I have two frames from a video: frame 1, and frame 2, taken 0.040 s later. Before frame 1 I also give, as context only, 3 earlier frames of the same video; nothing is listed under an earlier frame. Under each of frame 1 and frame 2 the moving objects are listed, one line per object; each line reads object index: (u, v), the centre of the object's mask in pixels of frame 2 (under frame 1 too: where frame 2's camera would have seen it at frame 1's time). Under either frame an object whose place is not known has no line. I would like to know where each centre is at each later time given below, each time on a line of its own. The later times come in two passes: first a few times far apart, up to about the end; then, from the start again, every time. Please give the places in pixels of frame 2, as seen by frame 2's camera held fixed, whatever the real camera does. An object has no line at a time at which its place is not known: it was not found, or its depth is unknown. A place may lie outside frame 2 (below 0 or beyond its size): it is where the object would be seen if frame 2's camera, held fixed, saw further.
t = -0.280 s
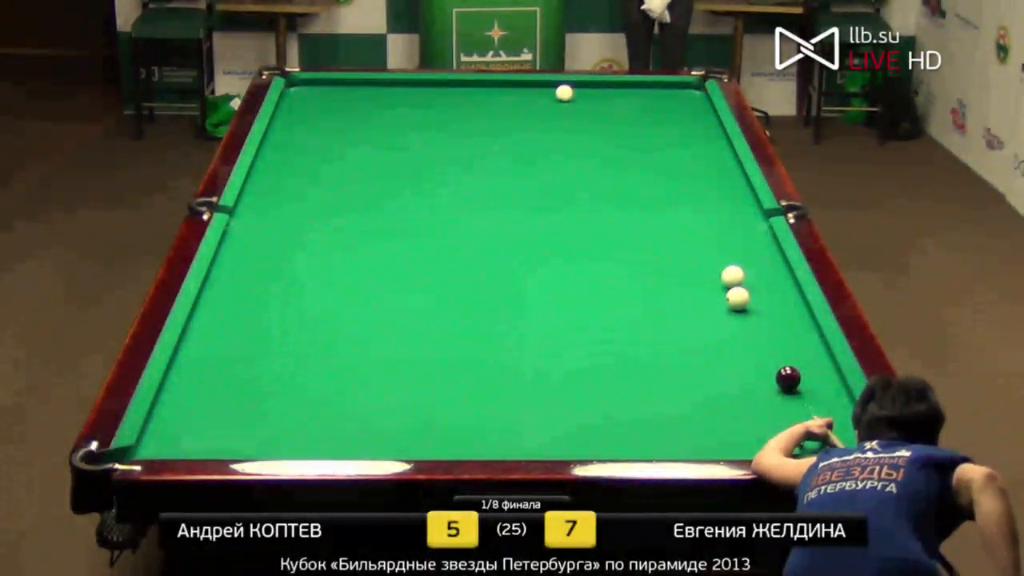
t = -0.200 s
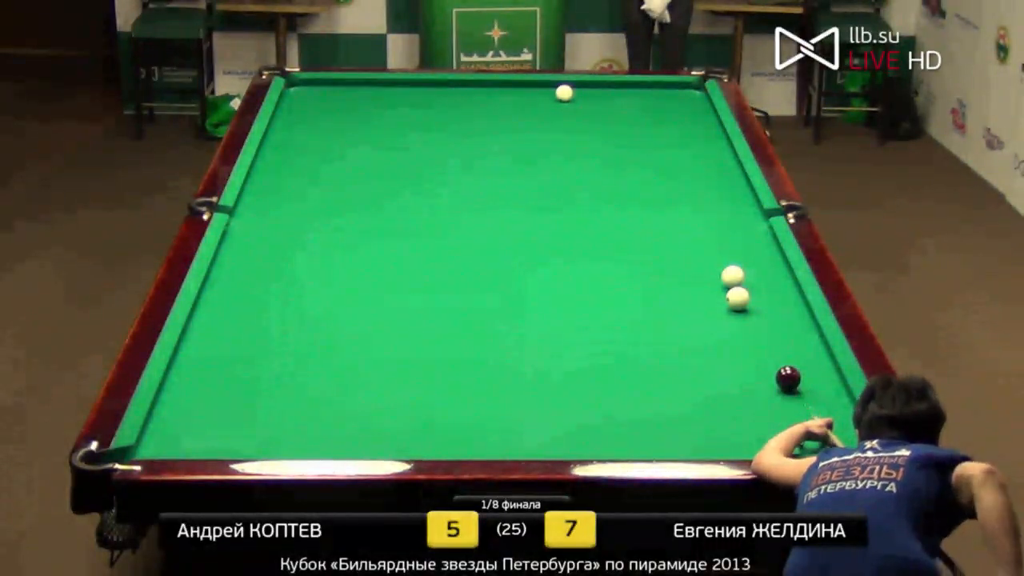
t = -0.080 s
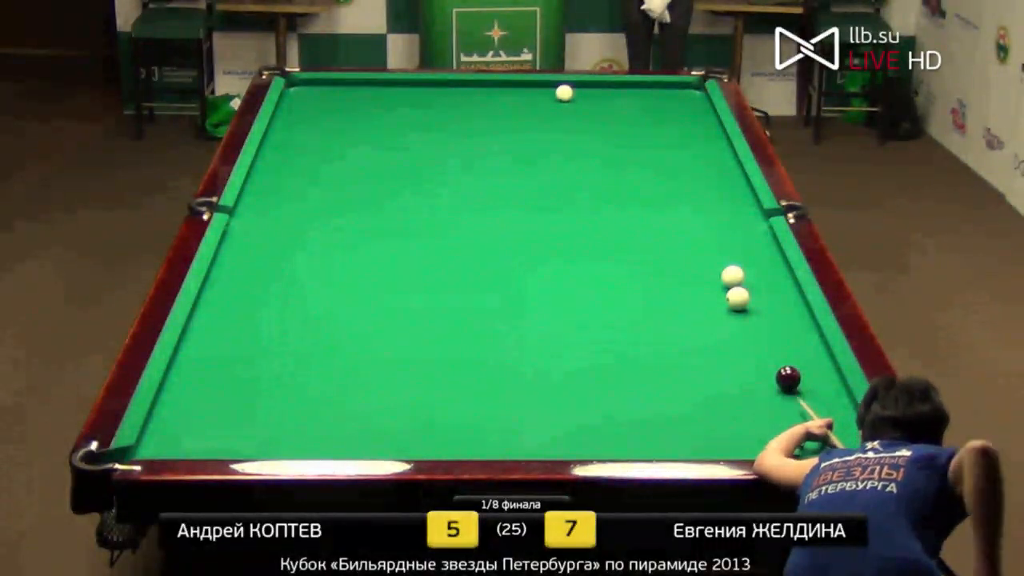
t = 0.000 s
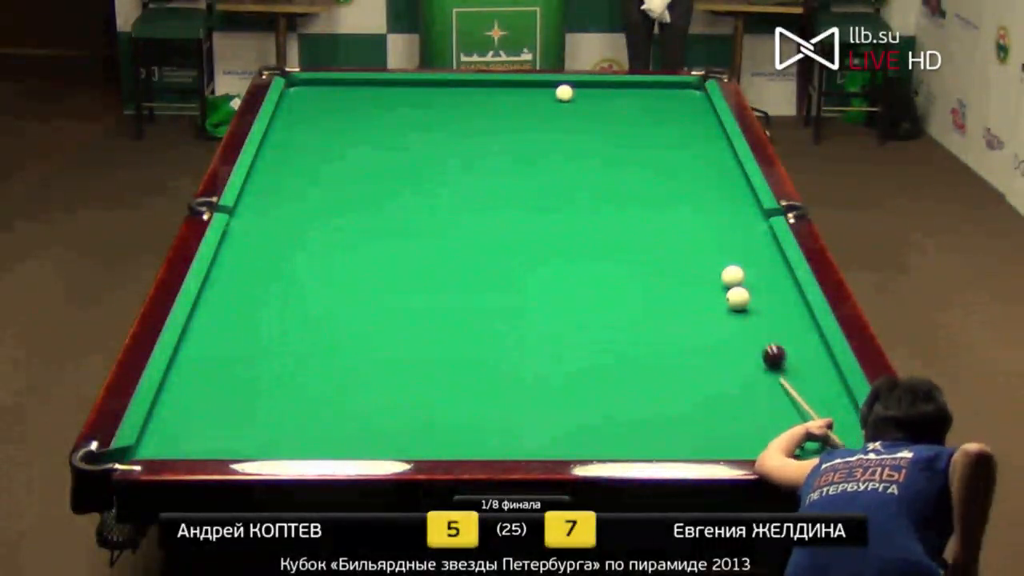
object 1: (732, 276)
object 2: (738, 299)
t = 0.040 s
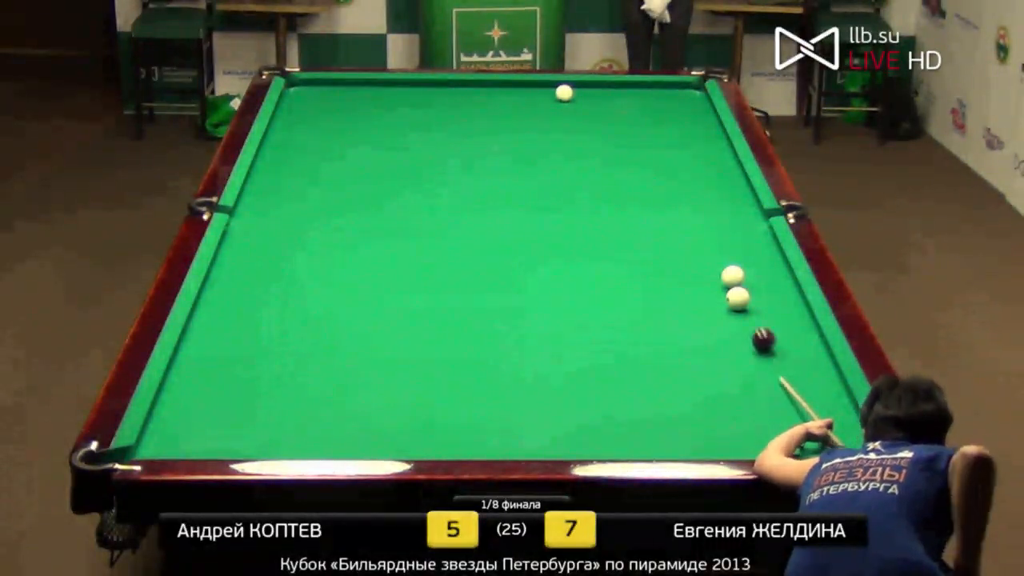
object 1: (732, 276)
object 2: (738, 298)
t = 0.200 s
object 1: (735, 268)
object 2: (725, 284)
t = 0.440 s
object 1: (740, 223)
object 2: (688, 277)
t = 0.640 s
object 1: (744, 194)
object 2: (659, 272)
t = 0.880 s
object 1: (725, 165)
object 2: (627, 266)
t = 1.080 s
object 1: (708, 144)
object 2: (600, 261)
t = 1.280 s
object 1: (692, 124)
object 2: (575, 256)
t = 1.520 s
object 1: (675, 103)
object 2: (546, 251)
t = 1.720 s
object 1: (662, 87)
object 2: (523, 247)
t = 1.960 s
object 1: (654, 94)
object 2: (497, 242)
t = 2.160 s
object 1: (647, 103)
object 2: (476, 239)
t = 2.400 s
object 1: (639, 115)
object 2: (453, 235)
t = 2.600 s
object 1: (632, 124)
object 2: (434, 231)
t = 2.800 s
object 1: (625, 135)
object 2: (416, 228)
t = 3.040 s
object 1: (616, 147)
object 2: (395, 225)
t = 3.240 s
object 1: (608, 157)
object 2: (379, 222)
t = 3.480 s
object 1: (598, 170)
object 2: (360, 219)
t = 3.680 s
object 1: (590, 181)
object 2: (345, 216)
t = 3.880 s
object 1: (581, 192)
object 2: (331, 214)
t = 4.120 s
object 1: (571, 205)
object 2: (315, 211)
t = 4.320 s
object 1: (562, 216)
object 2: (303, 209)
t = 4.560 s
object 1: (551, 230)
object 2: (289, 207)
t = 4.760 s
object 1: (542, 242)
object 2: (278, 205)
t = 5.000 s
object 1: (530, 256)
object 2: (266, 203)
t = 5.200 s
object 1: (520, 268)
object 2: (256, 201)
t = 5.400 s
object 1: (510, 281)
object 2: (247, 200)
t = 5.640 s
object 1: (498, 295)
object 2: (252, 198)
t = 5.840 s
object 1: (488, 308)
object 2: (256, 198)
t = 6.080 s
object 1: (475, 323)
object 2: (260, 197)
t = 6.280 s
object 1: (465, 336)
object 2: (263, 196)
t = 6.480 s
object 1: (455, 348)
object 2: (265, 196)
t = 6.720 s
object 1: (442, 364)
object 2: (266, 196)
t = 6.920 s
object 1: (432, 377)
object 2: (266, 195)
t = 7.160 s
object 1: (419, 393)
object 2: (266, 195)
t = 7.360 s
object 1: (408, 406)
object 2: (266, 195)
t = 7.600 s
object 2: (266, 195)
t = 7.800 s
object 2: (266, 195)
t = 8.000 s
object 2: (266, 196)
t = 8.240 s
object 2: (266, 195)
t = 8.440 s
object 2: (266, 195)
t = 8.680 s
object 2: (266, 195)
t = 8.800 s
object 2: (266, 195)
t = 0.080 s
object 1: (732, 276)
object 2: (738, 299)
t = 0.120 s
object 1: (732, 276)
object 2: (737, 296)
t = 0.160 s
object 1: (732, 273)
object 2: (732, 288)
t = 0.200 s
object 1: (735, 268)
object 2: (725, 284)
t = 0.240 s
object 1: (735, 261)
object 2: (718, 283)
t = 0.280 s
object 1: (736, 253)
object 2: (712, 282)
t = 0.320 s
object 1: (737, 244)
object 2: (706, 281)
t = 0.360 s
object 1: (739, 236)
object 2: (700, 280)
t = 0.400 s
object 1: (740, 229)
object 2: (694, 279)
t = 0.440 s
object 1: (740, 223)
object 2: (688, 277)
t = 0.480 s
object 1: (741, 216)
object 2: (682, 276)
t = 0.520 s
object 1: (742, 211)
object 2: (677, 276)
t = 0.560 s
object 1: (742, 205)
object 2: (671, 274)
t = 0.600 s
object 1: (743, 200)
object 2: (665, 273)
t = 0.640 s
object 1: (744, 194)
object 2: (659, 272)
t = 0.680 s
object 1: (744, 188)
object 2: (654, 271)
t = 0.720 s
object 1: (740, 183)
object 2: (648, 270)
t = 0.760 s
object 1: (736, 179)
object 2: (643, 269)
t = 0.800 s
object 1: (732, 174)
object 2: (637, 268)
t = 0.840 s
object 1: (729, 169)
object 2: (632, 267)
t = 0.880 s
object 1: (725, 165)
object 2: (627, 266)
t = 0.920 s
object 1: (722, 160)
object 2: (621, 265)
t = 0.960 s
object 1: (718, 156)
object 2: (616, 264)
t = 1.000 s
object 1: (715, 152)
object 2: (611, 263)
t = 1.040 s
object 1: (711, 148)
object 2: (606, 262)
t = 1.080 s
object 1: (708, 144)
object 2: (600, 261)
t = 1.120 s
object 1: (705, 140)
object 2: (595, 260)
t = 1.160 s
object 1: (702, 136)
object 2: (590, 259)
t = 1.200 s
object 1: (699, 132)
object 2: (585, 258)
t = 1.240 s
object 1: (696, 128)
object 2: (580, 257)
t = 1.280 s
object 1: (692, 124)
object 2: (575, 256)
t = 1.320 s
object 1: (689, 120)
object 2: (570, 256)
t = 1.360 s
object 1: (687, 117)
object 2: (565, 255)
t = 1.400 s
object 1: (684, 113)
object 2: (561, 254)
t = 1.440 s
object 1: (681, 110)
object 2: (556, 253)
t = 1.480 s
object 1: (678, 107)
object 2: (551, 252)
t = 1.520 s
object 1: (675, 103)
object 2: (546, 251)
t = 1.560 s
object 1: (673, 100)
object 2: (541, 250)
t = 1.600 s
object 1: (670, 96)
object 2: (537, 250)
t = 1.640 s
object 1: (668, 93)
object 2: (532, 249)
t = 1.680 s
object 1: (665, 90)
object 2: (528, 248)
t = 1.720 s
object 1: (662, 87)
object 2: (523, 247)
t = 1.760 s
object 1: (659, 83)
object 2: (519, 246)
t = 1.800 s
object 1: (659, 85)
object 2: (514, 245)
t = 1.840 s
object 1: (657, 87)
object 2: (510, 245)
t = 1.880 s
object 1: (656, 90)
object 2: (506, 244)
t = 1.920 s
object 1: (655, 92)
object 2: (502, 243)
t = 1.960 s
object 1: (654, 94)
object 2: (497, 242)
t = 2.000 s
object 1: (652, 96)
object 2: (493, 242)
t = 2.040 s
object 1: (651, 97)
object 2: (489, 241)
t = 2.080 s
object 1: (650, 99)
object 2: (485, 240)
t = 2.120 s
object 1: (649, 101)
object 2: (480, 240)
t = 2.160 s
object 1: (647, 103)
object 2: (476, 239)
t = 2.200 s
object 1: (646, 105)
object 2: (472, 238)
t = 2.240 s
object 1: (644, 107)
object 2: (468, 238)
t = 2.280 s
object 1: (643, 109)
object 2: (465, 237)
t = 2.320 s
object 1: (642, 111)
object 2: (460, 236)
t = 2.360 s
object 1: (640, 113)
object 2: (456, 235)
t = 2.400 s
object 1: (639, 115)
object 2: (453, 235)
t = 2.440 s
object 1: (637, 117)
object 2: (449, 234)
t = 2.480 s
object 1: (636, 119)
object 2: (445, 233)
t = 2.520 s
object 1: (635, 121)
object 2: (441, 233)
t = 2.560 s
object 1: (633, 123)
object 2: (438, 232)
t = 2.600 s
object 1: (632, 124)
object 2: (434, 231)
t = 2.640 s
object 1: (630, 127)
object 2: (430, 231)
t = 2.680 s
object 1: (629, 129)
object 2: (426, 230)
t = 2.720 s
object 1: (627, 131)
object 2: (423, 229)
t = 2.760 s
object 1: (626, 133)
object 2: (419, 229)
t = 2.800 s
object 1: (625, 135)
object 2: (416, 228)
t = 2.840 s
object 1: (623, 136)
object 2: (412, 228)
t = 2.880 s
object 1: (622, 138)
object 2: (409, 227)
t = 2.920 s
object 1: (620, 141)
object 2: (405, 226)
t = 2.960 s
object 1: (619, 143)
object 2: (402, 226)
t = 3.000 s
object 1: (617, 145)
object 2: (399, 225)
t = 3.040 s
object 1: (616, 147)
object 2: (395, 225)
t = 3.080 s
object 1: (614, 149)
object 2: (392, 224)
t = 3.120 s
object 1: (612, 151)
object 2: (389, 223)
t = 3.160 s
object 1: (611, 153)
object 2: (385, 223)
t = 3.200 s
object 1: (609, 155)
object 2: (382, 222)
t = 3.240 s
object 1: (608, 157)
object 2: (379, 222)
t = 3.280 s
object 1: (606, 159)
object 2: (376, 222)
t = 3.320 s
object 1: (604, 161)
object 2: (373, 221)
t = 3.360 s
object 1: (603, 163)
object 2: (369, 220)
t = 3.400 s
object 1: (601, 166)
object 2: (366, 220)
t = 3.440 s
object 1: (600, 168)
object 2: (363, 219)
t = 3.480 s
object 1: (598, 170)
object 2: (360, 219)
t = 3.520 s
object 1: (596, 172)
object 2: (357, 218)
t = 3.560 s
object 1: (595, 174)
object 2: (354, 218)
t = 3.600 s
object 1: (593, 177)
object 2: (351, 217)
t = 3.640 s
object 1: (591, 179)
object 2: (348, 217)
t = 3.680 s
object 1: (590, 181)
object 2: (345, 216)
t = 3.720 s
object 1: (588, 183)
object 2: (342, 216)
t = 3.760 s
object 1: (586, 185)
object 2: (339, 215)
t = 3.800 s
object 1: (585, 188)
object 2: (337, 214)
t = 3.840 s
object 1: (583, 189)
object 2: (334, 214)
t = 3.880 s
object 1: (581, 192)
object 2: (331, 214)
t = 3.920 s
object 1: (579, 194)
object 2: (328, 213)
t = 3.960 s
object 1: (578, 196)
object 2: (326, 213)
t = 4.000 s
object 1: (576, 198)
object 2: (323, 212)
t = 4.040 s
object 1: (574, 201)
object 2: (321, 212)
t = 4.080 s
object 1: (572, 203)
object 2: (318, 211)
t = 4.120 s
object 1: (571, 205)
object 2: (315, 211)
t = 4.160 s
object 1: (570, 207)
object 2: (313, 211)
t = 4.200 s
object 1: (567, 209)
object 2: (310, 210)
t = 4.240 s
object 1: (565, 212)
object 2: (308, 210)
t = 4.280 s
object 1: (564, 214)
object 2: (305, 209)
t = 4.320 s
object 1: (562, 216)
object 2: (303, 209)
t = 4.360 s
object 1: (560, 219)
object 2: (301, 208)
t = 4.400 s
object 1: (558, 221)
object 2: (298, 208)
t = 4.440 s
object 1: (556, 223)
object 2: (296, 208)
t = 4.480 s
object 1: (555, 226)
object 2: (294, 207)
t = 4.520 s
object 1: (553, 228)
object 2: (291, 207)
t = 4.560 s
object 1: (551, 230)
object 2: (289, 207)
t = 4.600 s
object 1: (549, 233)
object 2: (287, 206)
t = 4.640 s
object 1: (547, 235)
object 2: (284, 206)
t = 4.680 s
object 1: (545, 237)
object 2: (282, 206)
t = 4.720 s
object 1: (544, 239)
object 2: (280, 205)
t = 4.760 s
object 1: (542, 242)
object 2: (278, 205)
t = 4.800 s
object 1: (540, 244)
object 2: (276, 205)
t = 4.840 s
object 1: (538, 247)
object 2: (274, 204)
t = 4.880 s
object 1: (536, 249)
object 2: (272, 204)
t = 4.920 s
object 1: (534, 251)
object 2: (270, 204)
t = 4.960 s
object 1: (532, 254)
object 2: (268, 204)
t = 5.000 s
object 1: (530, 256)
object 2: (266, 203)
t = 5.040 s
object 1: (528, 259)
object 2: (264, 203)
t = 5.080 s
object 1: (526, 261)
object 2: (262, 202)
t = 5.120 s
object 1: (524, 263)
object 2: (260, 202)
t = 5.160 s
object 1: (522, 266)
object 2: (258, 202)
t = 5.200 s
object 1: (520, 268)
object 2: (256, 201)
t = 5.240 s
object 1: (518, 271)
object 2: (254, 201)
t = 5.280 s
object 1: (516, 273)
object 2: (252, 200)
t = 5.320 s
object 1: (514, 275)
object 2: (251, 200)
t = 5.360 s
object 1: (512, 278)
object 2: (249, 200)
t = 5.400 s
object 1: (510, 281)
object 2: (247, 200)
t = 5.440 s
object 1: (508, 283)
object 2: (246, 199)
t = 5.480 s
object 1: (506, 286)
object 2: (248, 199)
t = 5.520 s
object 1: (504, 288)
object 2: (248, 199)
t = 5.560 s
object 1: (502, 290)
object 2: (249, 199)
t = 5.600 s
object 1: (500, 293)
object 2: (251, 199)
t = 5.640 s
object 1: (498, 295)
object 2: (252, 198)
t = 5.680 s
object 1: (496, 298)
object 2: (253, 198)
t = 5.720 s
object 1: (494, 300)
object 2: (253, 198)
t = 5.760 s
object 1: (492, 302)
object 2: (254, 198)
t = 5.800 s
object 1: (490, 305)
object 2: (255, 198)
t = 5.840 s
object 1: (488, 308)
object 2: (256, 198)
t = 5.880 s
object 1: (485, 310)
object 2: (257, 197)
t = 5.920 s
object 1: (483, 313)
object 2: (258, 197)
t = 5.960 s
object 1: (482, 315)
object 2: (258, 197)
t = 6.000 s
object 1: (479, 318)
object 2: (259, 197)
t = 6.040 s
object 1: (477, 320)
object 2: (260, 197)
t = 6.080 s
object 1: (475, 323)
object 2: (260, 197)
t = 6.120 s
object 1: (473, 325)
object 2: (261, 197)
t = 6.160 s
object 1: (471, 328)
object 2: (261, 197)
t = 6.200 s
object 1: (469, 330)
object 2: (262, 197)
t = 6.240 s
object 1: (467, 333)
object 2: (263, 196)
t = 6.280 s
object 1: (465, 336)
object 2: (263, 196)
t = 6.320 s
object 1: (463, 338)
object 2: (263, 196)
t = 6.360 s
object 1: (461, 341)
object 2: (264, 196)
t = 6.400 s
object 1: (459, 343)
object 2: (264, 196)
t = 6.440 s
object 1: (457, 346)
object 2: (264, 196)
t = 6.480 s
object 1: (455, 348)
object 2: (265, 196)
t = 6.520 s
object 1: (453, 351)
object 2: (265, 196)
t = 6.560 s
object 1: (450, 353)
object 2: (266, 196)
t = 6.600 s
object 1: (448, 356)
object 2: (266, 196)
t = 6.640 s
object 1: (446, 359)
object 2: (266, 196)
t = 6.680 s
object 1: (444, 361)
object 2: (266, 196)
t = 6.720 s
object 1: (442, 364)
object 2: (266, 196)
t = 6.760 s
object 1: (440, 367)
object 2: (266, 196)
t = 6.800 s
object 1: (438, 369)
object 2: (266, 195)
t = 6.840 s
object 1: (436, 372)
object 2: (266, 195)
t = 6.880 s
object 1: (434, 375)
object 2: (266, 195)
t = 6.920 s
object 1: (432, 377)
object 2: (266, 195)
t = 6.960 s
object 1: (430, 380)
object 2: (266, 195)
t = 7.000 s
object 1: (427, 383)
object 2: (266, 195)
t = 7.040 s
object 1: (425, 385)
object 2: (266, 195)
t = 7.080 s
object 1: (423, 388)
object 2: (266, 195)
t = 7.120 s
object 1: (421, 390)
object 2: (266, 195)
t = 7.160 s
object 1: (419, 393)
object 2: (266, 195)
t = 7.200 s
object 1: (417, 396)
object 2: (266, 195)
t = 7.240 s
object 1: (415, 398)
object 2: (266, 195)
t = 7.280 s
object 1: (413, 401)
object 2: (266, 195)
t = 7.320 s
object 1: (411, 404)
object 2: (266, 195)
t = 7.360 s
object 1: (408, 406)
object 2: (266, 195)
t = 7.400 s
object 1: (406, 409)
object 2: (266, 195)
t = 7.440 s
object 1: (404, 411)
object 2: (266, 195)
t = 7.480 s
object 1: (401, 413)
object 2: (266, 195)
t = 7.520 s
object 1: (400, 416)
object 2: (266, 195)
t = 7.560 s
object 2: (266, 195)
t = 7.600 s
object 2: (266, 195)
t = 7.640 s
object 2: (266, 195)
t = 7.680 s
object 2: (266, 196)
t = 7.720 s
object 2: (266, 195)
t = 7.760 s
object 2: (266, 195)
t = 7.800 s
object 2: (266, 195)
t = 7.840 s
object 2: (266, 195)
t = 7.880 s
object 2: (266, 195)
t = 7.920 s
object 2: (266, 195)
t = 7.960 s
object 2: (266, 195)
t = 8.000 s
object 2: (266, 196)
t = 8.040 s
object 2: (266, 195)
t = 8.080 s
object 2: (266, 196)
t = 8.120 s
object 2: (266, 196)
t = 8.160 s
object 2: (266, 196)
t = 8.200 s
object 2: (266, 195)
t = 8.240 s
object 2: (266, 195)
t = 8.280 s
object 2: (266, 195)
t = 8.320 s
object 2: (266, 195)
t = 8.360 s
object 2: (266, 195)
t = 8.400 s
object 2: (266, 195)
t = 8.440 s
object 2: (266, 195)
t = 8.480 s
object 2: (266, 195)
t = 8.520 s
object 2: (266, 195)
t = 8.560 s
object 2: (266, 195)
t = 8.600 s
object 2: (266, 195)
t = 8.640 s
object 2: (266, 195)
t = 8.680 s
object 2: (266, 195)
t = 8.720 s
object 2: (266, 195)
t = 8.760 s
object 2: (266, 195)
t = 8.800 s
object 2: (266, 195)
